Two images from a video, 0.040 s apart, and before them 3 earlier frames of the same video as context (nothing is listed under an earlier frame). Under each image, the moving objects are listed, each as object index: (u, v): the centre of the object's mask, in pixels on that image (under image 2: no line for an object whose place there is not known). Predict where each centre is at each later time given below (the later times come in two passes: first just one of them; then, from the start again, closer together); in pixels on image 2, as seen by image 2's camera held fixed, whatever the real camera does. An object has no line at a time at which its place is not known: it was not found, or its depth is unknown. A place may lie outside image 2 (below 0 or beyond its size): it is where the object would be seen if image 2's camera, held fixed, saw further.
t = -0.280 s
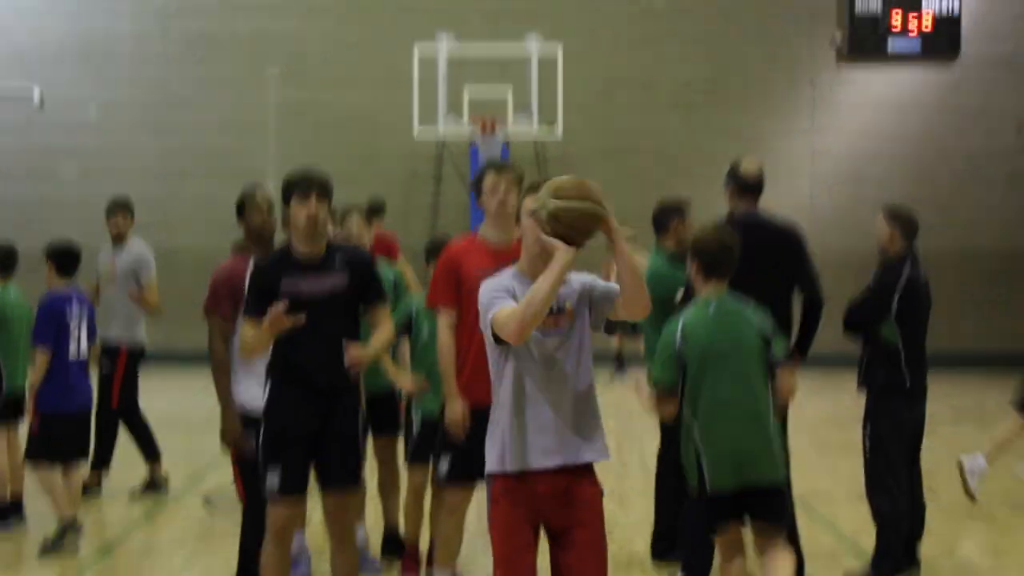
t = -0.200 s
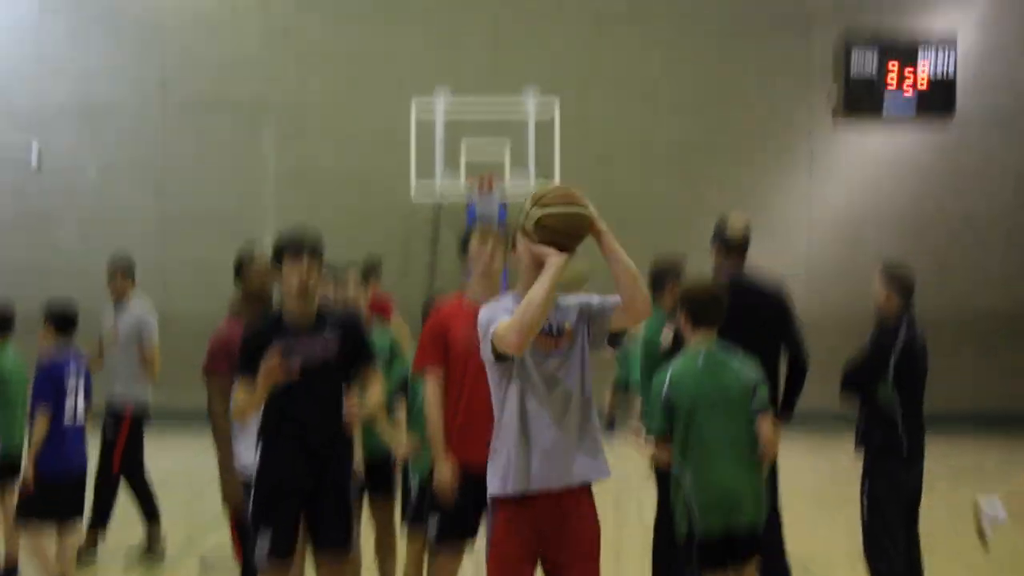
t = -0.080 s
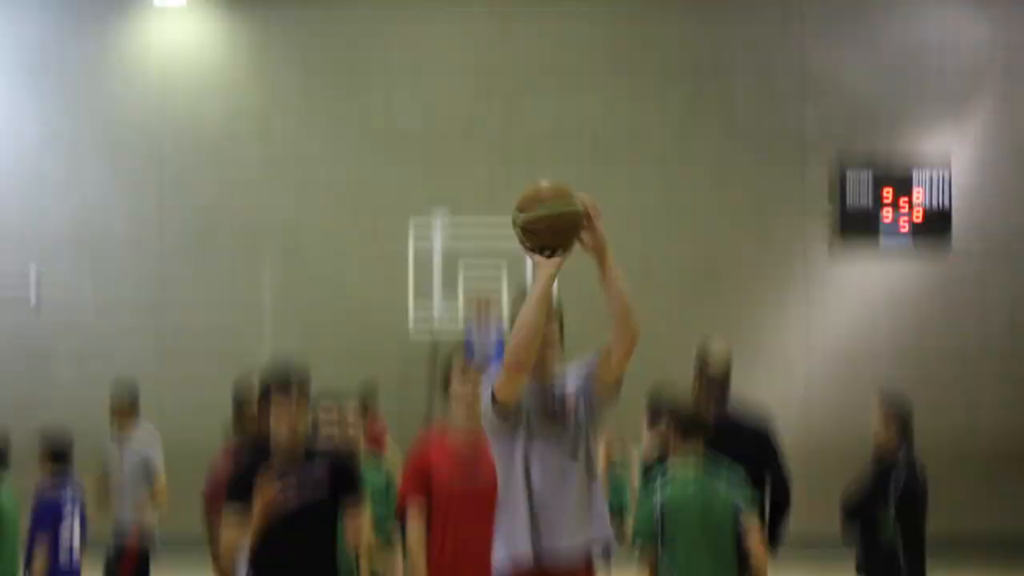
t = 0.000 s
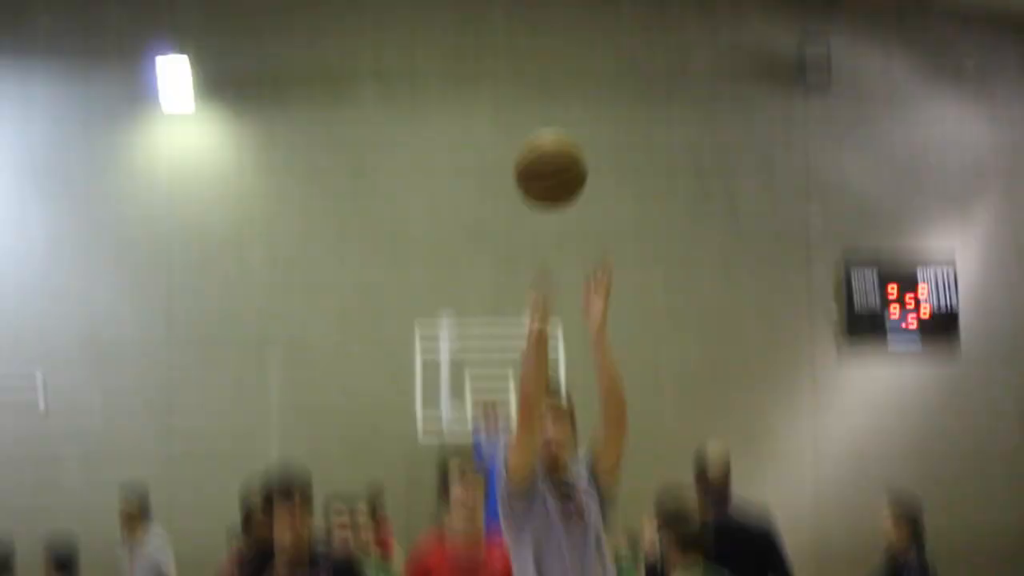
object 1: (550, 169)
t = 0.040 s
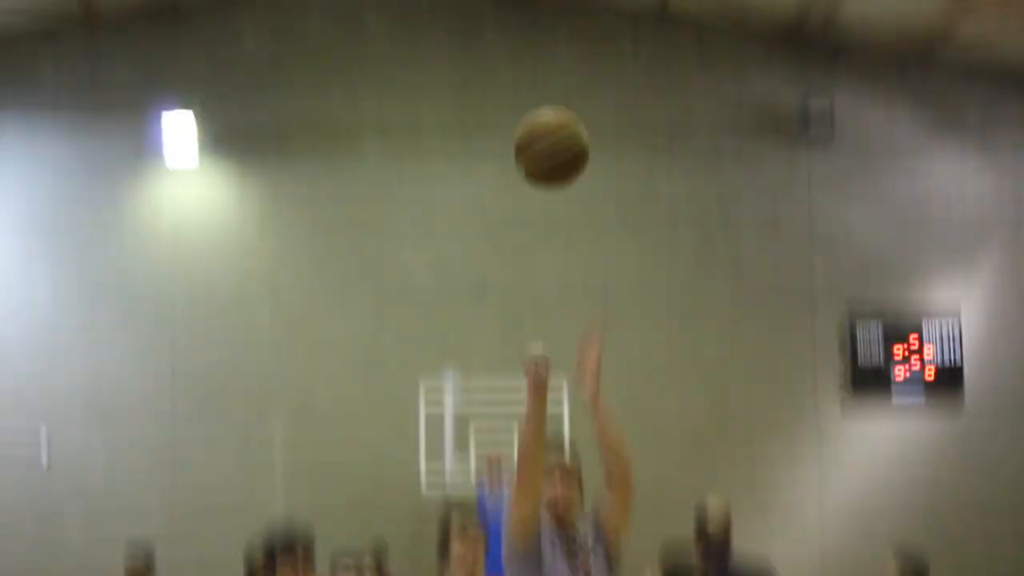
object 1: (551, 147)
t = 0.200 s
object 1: (536, -144)
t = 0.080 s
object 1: (548, 70)
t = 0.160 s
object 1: (542, -76)
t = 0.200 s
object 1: (536, -144)
